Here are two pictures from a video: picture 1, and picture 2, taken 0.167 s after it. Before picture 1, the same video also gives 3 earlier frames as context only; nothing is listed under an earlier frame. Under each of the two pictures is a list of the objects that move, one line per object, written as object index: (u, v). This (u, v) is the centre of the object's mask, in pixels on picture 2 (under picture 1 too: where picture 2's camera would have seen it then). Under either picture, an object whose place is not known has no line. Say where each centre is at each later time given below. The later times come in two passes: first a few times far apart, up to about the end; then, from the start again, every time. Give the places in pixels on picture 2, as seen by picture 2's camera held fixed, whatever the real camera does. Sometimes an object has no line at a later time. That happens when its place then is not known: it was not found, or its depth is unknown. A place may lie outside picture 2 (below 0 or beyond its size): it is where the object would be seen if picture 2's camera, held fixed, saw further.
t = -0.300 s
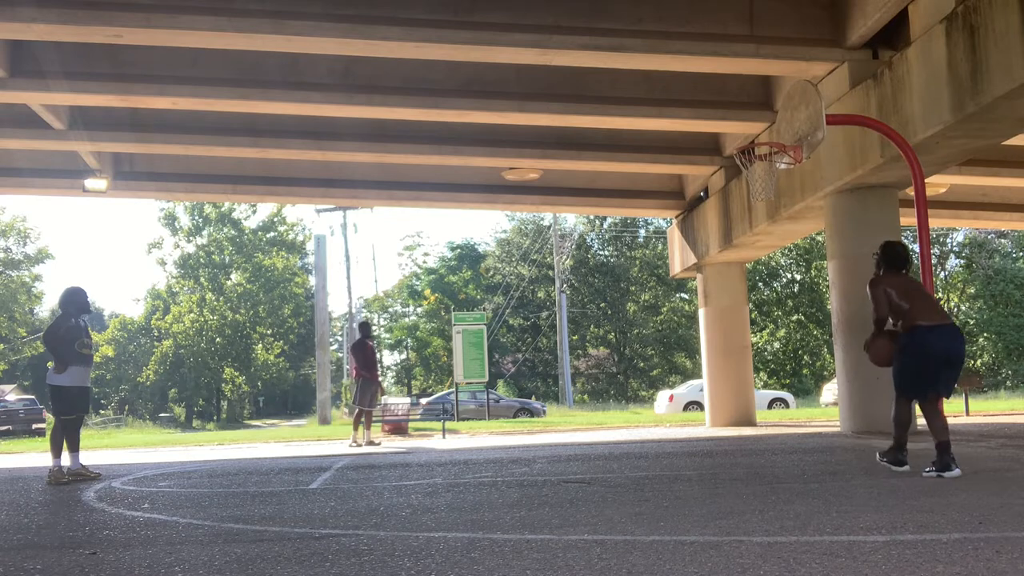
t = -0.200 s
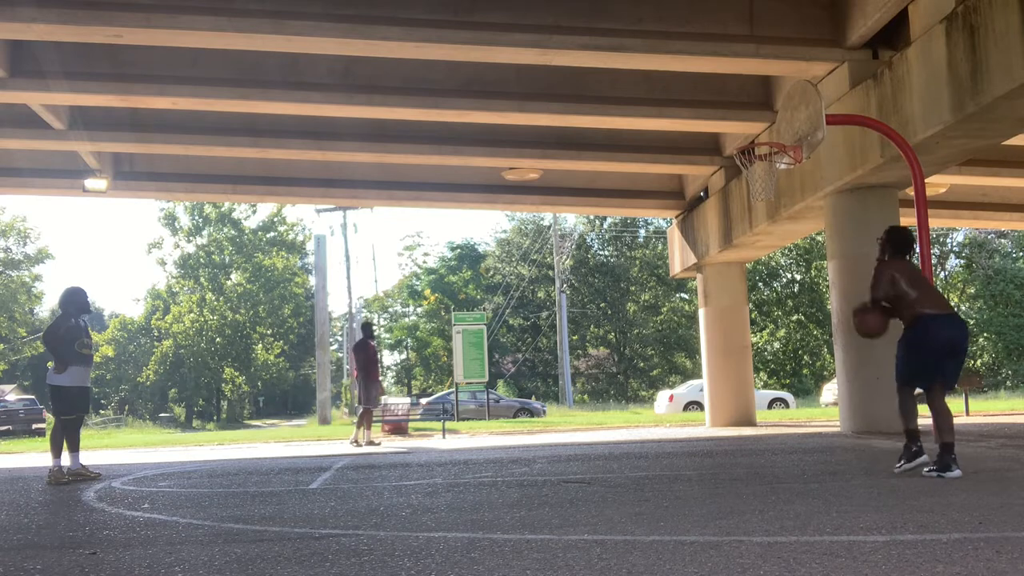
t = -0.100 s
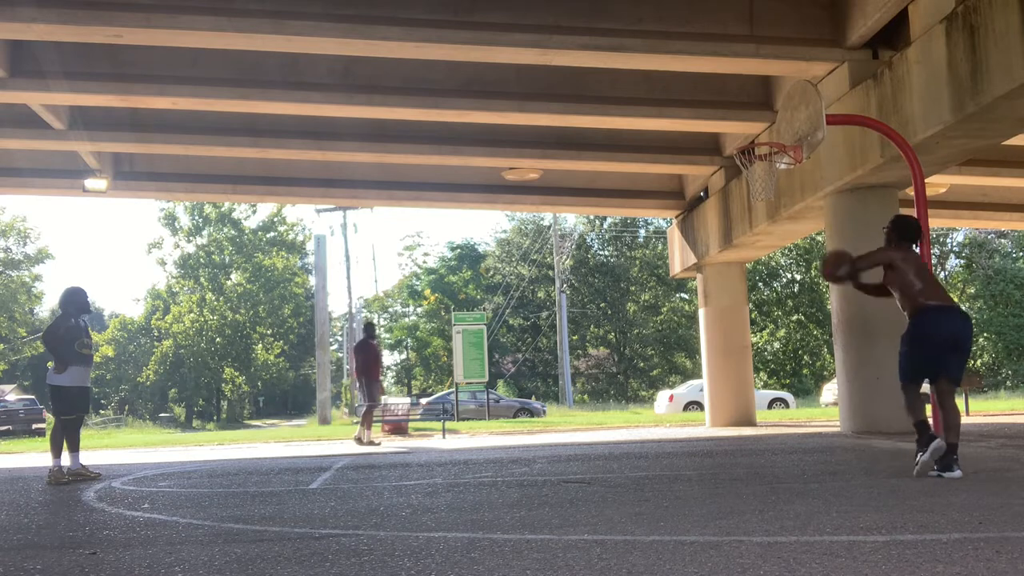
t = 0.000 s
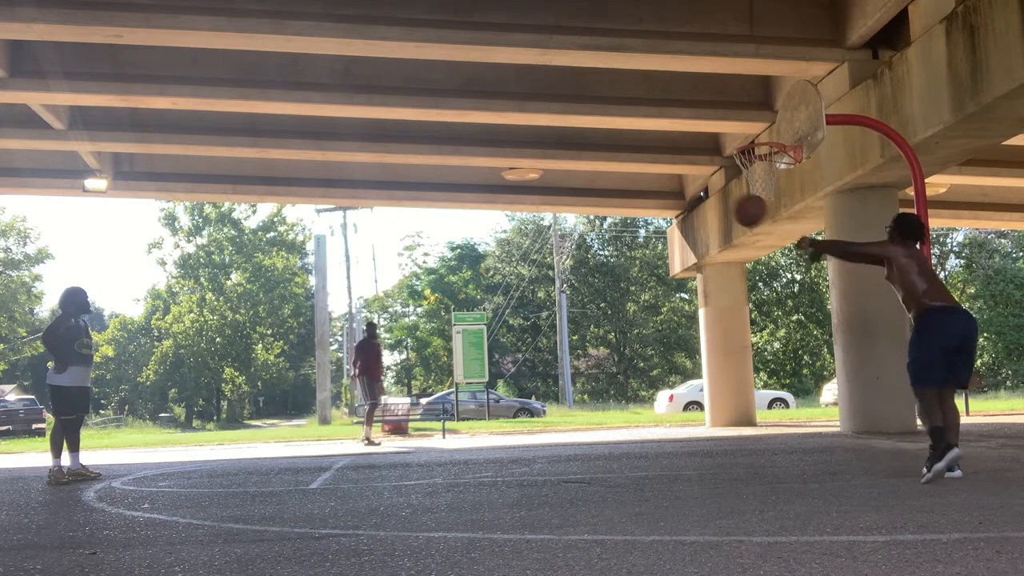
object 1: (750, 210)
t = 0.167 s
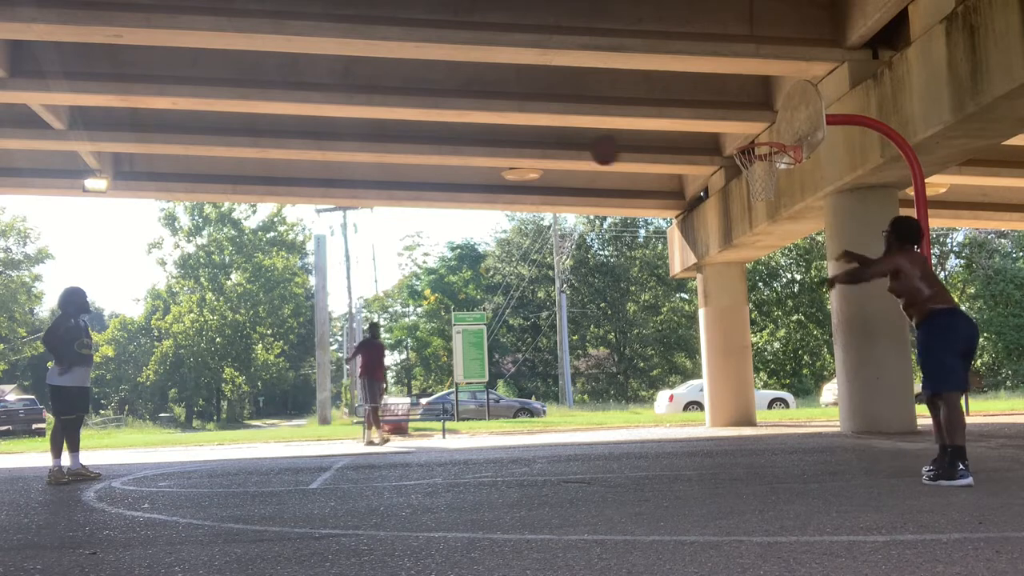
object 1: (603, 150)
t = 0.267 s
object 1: (526, 130)
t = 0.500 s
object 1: (366, 135)
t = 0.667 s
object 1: (264, 172)
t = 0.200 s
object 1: (577, 142)
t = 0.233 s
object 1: (552, 136)
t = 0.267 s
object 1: (526, 130)
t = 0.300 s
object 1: (502, 127)
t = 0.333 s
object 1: (478, 125)
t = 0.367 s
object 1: (456, 125)
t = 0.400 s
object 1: (432, 126)
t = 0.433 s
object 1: (409, 126)
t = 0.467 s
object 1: (388, 131)
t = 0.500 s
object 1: (366, 135)
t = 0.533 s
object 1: (345, 140)
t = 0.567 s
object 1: (324, 147)
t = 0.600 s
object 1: (304, 154)
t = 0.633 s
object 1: (284, 163)
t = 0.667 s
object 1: (264, 172)
